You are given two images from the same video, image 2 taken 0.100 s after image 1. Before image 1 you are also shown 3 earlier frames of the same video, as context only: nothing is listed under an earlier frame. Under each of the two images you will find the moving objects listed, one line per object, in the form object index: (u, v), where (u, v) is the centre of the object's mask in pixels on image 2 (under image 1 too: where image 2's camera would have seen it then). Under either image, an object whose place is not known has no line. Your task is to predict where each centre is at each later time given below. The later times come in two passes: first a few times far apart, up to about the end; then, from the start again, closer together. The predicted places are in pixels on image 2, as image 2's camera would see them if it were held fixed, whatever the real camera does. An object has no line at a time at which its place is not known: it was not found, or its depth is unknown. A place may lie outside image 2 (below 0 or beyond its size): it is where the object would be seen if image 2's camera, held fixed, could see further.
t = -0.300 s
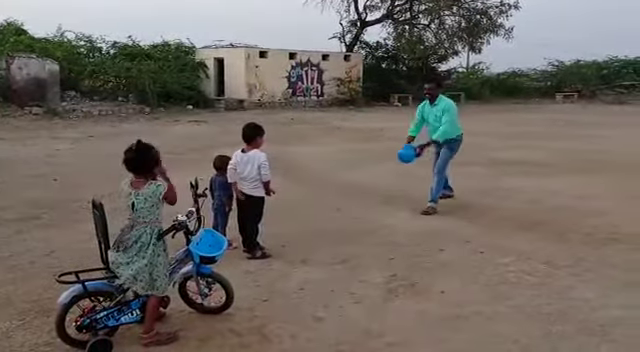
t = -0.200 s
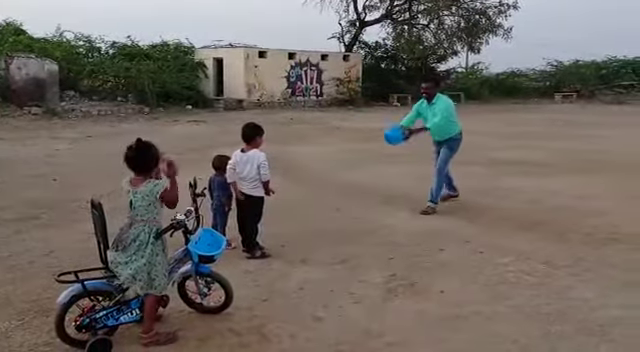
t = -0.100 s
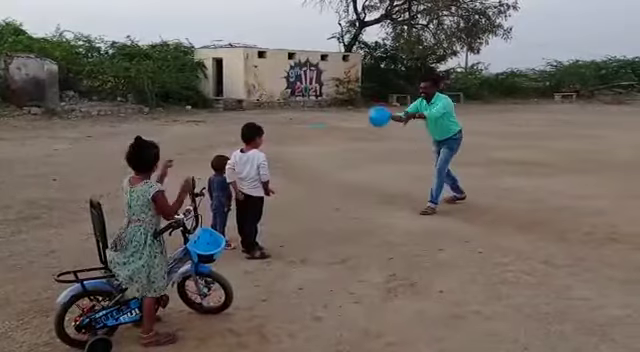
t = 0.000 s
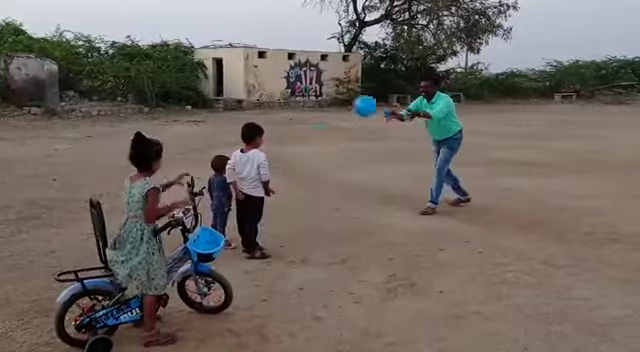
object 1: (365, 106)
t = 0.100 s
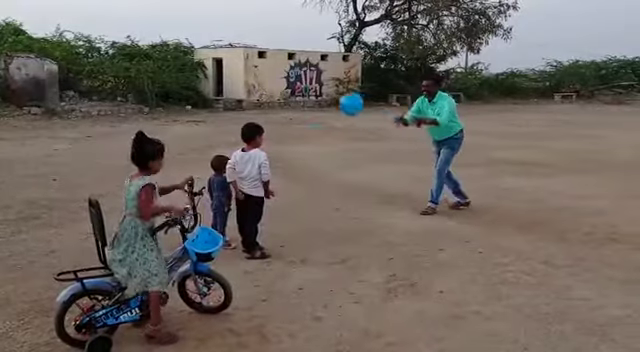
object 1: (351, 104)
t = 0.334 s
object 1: (316, 137)
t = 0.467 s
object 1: (297, 178)
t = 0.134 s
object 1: (346, 105)
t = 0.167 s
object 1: (341, 108)
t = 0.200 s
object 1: (336, 111)
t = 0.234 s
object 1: (332, 115)
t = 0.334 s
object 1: (316, 137)
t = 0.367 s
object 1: (311, 146)
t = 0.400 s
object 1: (306, 155)
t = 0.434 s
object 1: (301, 166)
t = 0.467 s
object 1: (297, 178)
